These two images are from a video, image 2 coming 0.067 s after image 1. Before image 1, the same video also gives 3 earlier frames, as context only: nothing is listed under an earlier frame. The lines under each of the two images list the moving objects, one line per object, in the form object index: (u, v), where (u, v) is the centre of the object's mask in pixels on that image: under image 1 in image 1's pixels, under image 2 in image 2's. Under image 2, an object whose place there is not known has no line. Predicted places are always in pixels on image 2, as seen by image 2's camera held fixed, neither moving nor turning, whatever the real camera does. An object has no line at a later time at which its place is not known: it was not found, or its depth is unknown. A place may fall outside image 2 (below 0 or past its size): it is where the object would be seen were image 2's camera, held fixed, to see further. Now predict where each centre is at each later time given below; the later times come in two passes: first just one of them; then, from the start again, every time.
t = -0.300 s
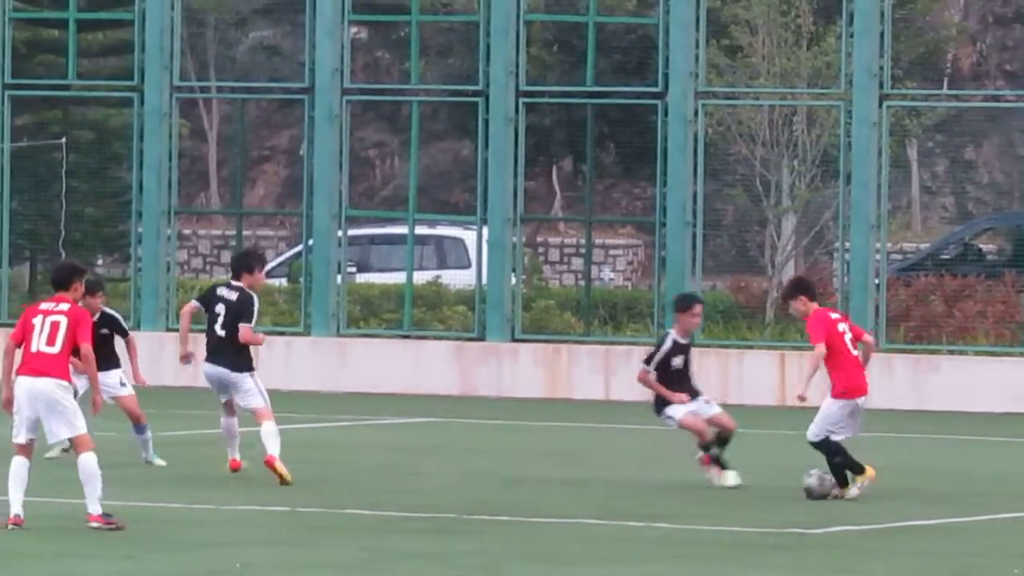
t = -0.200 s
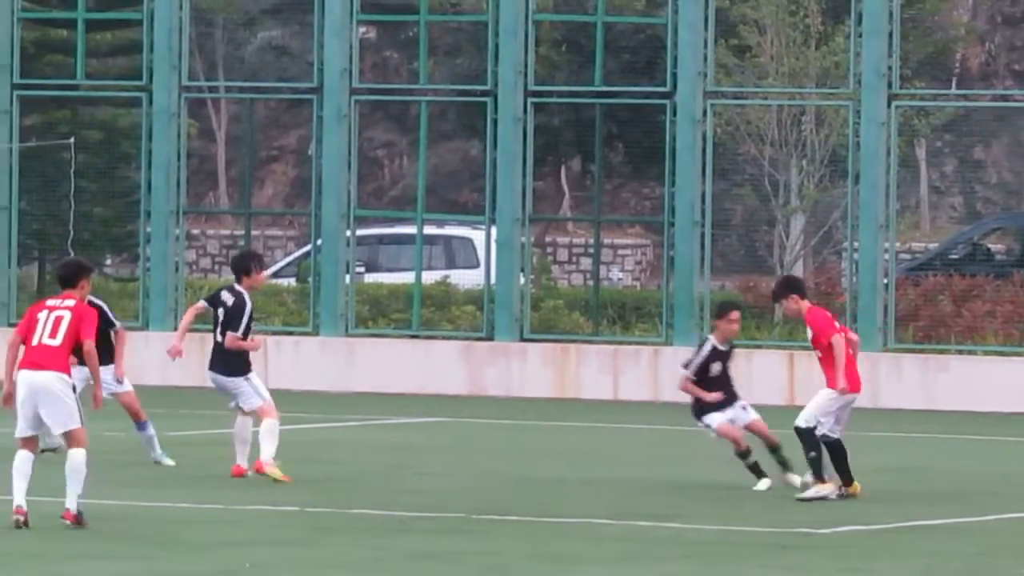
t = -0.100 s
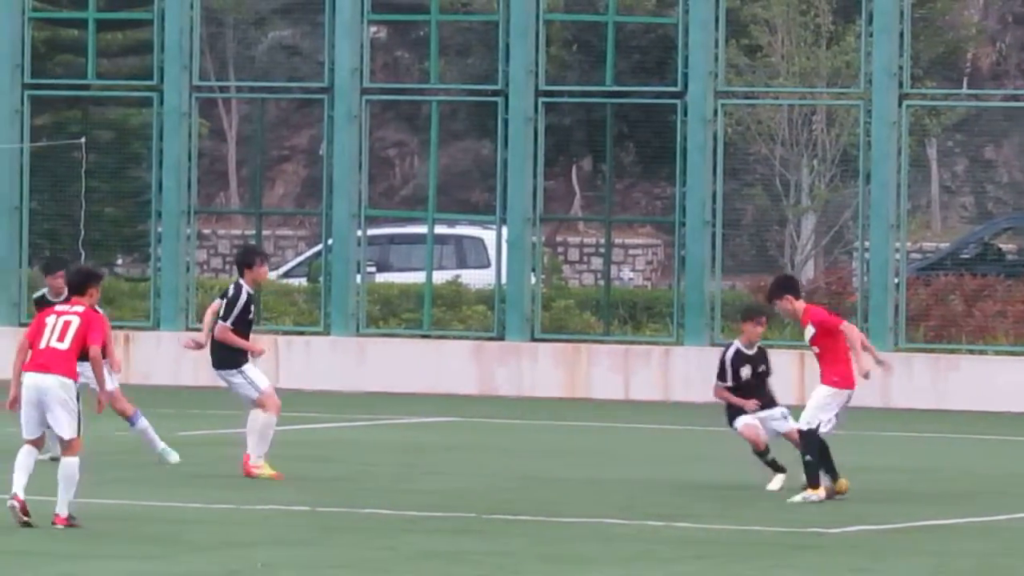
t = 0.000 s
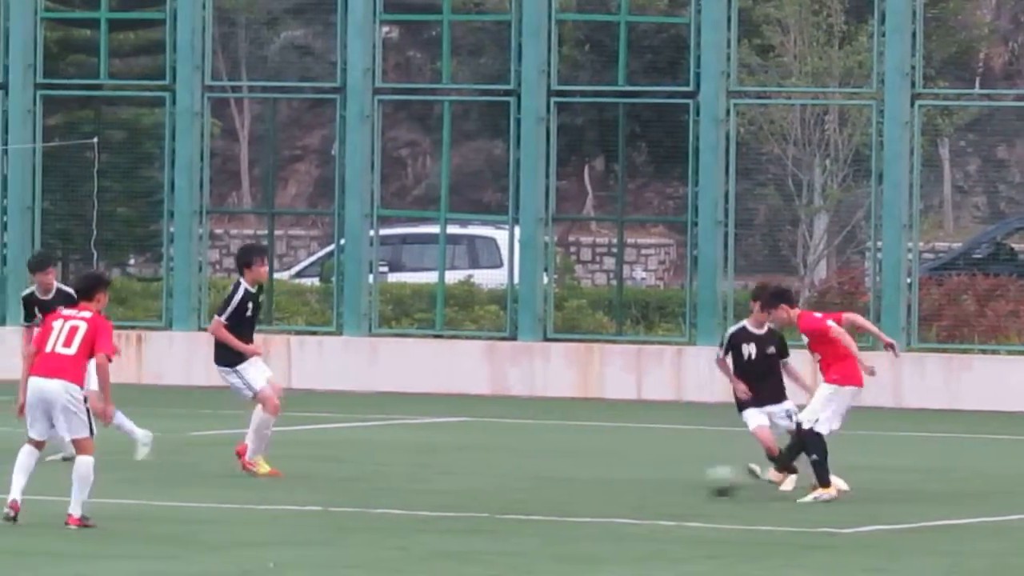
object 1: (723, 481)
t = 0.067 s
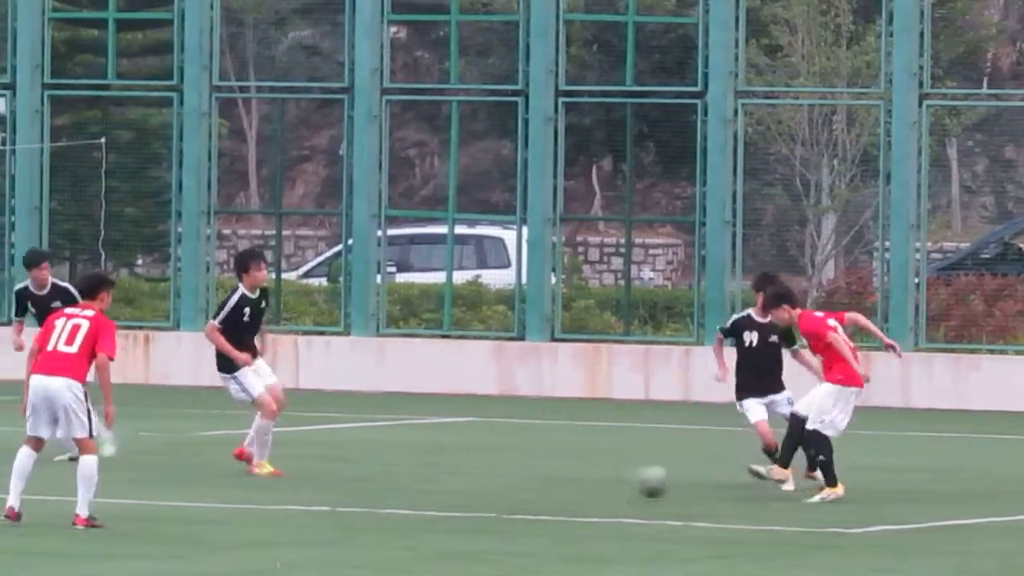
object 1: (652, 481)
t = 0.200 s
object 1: (500, 482)
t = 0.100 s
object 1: (611, 484)
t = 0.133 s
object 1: (571, 487)
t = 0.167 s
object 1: (538, 486)
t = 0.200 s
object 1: (500, 482)
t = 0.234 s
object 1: (465, 482)
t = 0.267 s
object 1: (429, 483)
